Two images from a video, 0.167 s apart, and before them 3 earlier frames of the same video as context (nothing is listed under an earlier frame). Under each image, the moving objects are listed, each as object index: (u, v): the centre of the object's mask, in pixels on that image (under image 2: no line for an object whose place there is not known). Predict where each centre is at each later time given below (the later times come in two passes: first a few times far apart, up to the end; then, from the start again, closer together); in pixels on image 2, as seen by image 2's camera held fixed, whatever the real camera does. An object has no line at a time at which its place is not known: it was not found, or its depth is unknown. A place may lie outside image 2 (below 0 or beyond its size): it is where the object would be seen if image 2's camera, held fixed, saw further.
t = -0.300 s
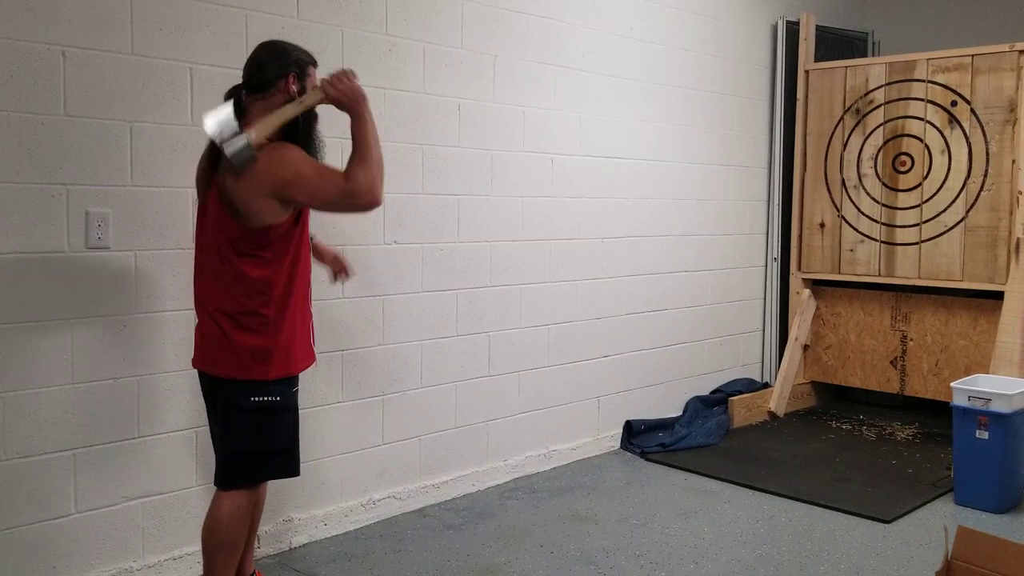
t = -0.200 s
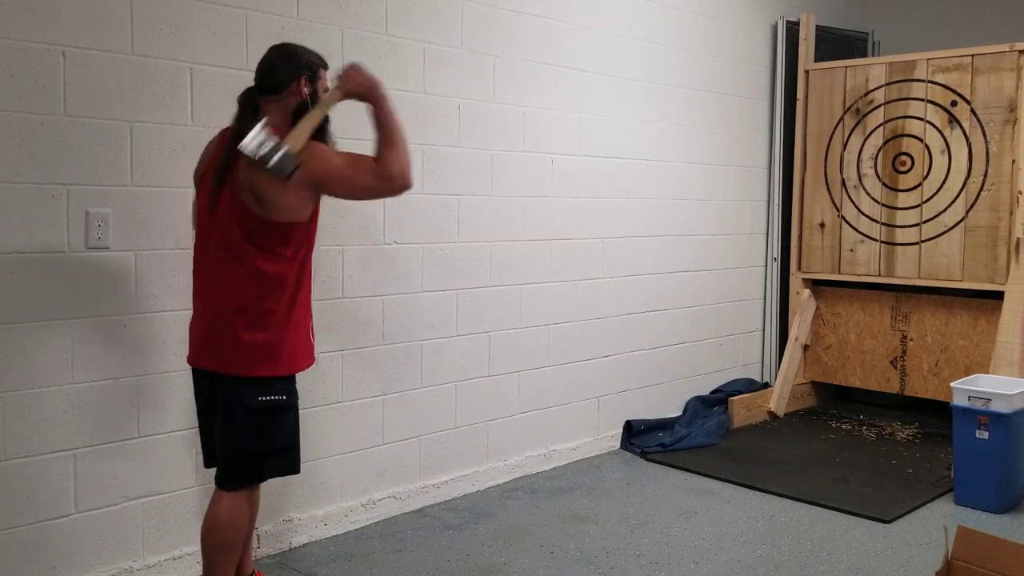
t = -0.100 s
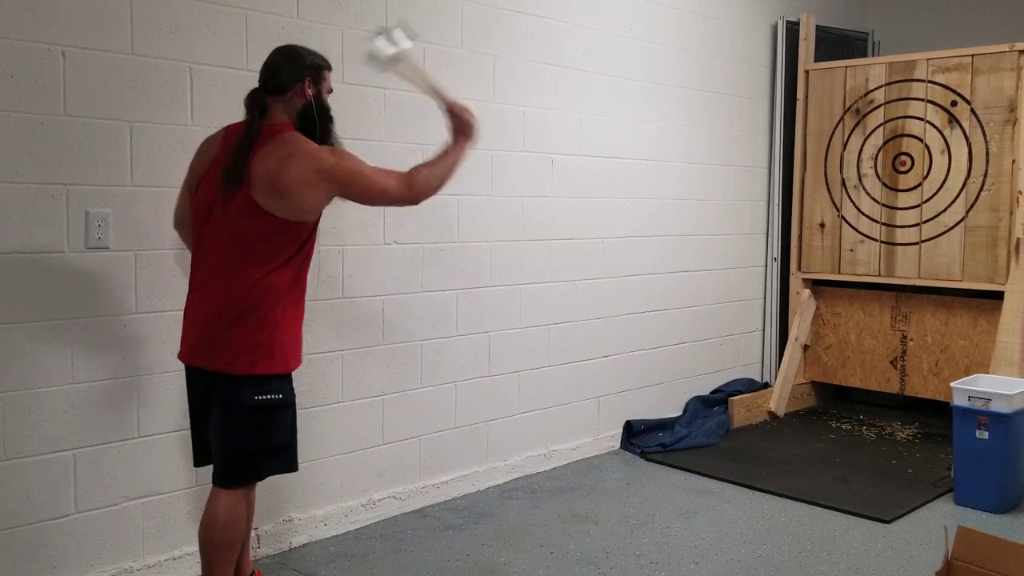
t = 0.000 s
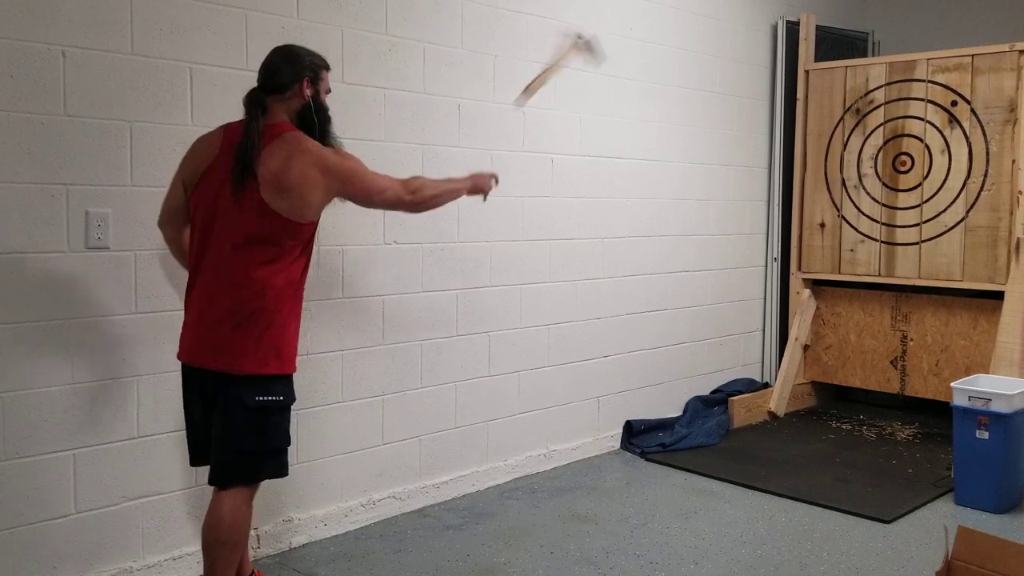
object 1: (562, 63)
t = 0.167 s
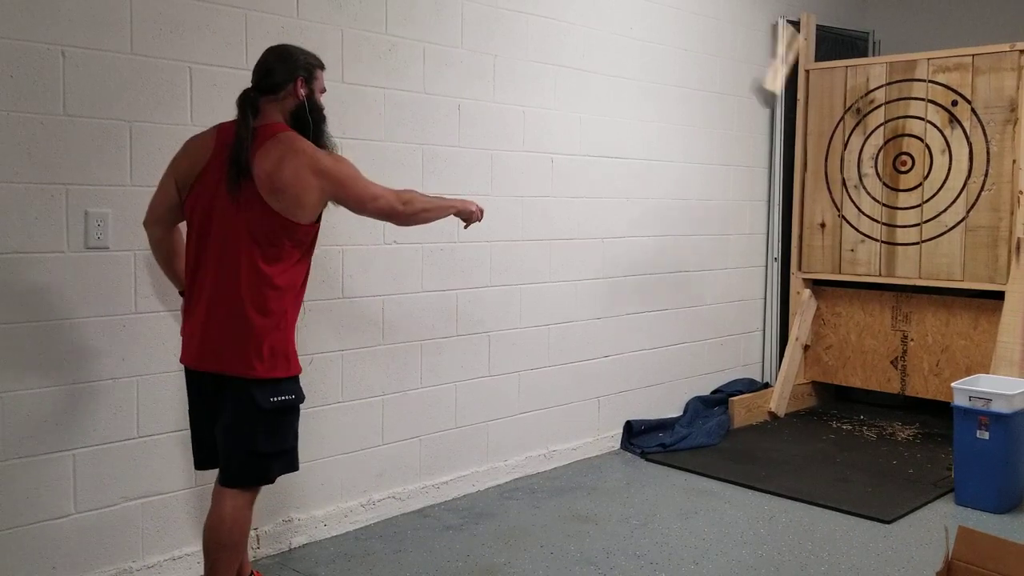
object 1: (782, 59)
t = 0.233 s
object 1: (825, 112)
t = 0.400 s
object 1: (890, 189)
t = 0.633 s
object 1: (890, 190)
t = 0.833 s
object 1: (890, 190)
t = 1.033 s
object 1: (890, 190)
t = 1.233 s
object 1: (890, 190)
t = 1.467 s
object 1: (890, 190)
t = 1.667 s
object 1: (890, 190)
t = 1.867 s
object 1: (890, 190)
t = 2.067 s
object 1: (890, 190)
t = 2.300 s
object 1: (890, 191)
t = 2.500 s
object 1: (890, 190)
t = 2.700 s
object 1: (890, 190)
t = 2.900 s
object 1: (890, 190)
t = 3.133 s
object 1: (891, 189)
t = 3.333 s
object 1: (891, 189)
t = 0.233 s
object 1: (825, 112)
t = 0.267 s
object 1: (854, 146)
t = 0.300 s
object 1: (890, 187)
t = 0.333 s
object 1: (890, 189)
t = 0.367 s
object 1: (890, 190)
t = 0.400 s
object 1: (890, 189)
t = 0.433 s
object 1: (891, 190)
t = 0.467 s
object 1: (891, 190)
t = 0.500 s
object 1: (891, 190)
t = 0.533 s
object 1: (891, 190)
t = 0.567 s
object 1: (891, 190)
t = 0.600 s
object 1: (890, 190)
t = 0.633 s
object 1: (890, 190)
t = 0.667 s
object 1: (890, 191)
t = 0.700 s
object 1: (890, 190)
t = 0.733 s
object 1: (890, 189)
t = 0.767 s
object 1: (890, 190)
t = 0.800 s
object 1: (890, 190)
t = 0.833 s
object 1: (890, 190)
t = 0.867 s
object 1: (891, 189)
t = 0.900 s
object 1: (890, 190)
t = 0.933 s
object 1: (890, 189)
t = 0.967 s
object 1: (890, 189)
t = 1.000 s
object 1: (890, 190)
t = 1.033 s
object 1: (890, 190)
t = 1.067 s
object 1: (890, 190)
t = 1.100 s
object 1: (890, 190)
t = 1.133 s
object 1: (890, 190)
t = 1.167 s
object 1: (890, 191)
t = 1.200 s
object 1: (890, 190)
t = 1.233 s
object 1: (890, 190)
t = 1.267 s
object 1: (890, 191)
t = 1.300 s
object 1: (890, 191)
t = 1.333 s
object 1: (890, 191)
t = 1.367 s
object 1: (890, 191)
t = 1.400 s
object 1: (890, 191)
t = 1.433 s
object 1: (890, 190)
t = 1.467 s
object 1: (890, 190)
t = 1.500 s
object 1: (890, 190)
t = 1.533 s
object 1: (890, 191)
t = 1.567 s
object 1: (890, 191)
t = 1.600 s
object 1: (890, 191)
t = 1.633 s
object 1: (890, 191)
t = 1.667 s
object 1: (890, 190)
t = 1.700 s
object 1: (890, 190)
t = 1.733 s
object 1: (890, 190)
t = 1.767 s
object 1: (890, 190)
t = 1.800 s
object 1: (890, 190)
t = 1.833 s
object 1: (890, 190)
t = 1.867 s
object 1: (890, 190)
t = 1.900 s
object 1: (890, 190)
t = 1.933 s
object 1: (890, 190)
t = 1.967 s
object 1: (890, 191)
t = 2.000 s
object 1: (890, 191)
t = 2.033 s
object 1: (890, 191)
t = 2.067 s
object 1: (890, 190)
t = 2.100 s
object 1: (890, 191)
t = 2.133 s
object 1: (890, 191)
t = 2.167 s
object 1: (890, 191)
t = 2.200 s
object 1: (890, 191)
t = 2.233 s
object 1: (890, 191)
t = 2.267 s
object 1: (890, 190)
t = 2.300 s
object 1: (890, 191)
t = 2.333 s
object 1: (890, 190)
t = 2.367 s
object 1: (890, 190)
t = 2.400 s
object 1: (890, 190)
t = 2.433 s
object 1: (890, 190)
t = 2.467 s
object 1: (890, 190)
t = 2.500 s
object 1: (890, 190)
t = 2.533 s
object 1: (890, 190)
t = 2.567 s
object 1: (890, 190)
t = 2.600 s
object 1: (890, 190)
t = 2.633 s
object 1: (890, 190)
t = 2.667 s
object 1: (890, 190)
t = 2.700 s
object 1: (890, 190)
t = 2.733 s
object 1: (890, 190)
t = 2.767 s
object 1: (890, 190)
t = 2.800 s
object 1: (890, 190)
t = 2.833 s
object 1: (890, 190)
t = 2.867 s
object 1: (890, 190)
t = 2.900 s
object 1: (890, 190)
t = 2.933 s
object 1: (890, 190)
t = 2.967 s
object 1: (890, 189)
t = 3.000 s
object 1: (891, 189)
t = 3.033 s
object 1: (891, 189)
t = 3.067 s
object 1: (891, 189)
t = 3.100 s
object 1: (890, 190)
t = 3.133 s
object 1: (891, 189)
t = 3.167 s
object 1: (890, 190)
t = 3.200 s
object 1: (890, 190)
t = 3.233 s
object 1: (891, 189)
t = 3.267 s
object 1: (890, 190)
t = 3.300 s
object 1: (890, 189)
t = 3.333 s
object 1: (891, 189)
